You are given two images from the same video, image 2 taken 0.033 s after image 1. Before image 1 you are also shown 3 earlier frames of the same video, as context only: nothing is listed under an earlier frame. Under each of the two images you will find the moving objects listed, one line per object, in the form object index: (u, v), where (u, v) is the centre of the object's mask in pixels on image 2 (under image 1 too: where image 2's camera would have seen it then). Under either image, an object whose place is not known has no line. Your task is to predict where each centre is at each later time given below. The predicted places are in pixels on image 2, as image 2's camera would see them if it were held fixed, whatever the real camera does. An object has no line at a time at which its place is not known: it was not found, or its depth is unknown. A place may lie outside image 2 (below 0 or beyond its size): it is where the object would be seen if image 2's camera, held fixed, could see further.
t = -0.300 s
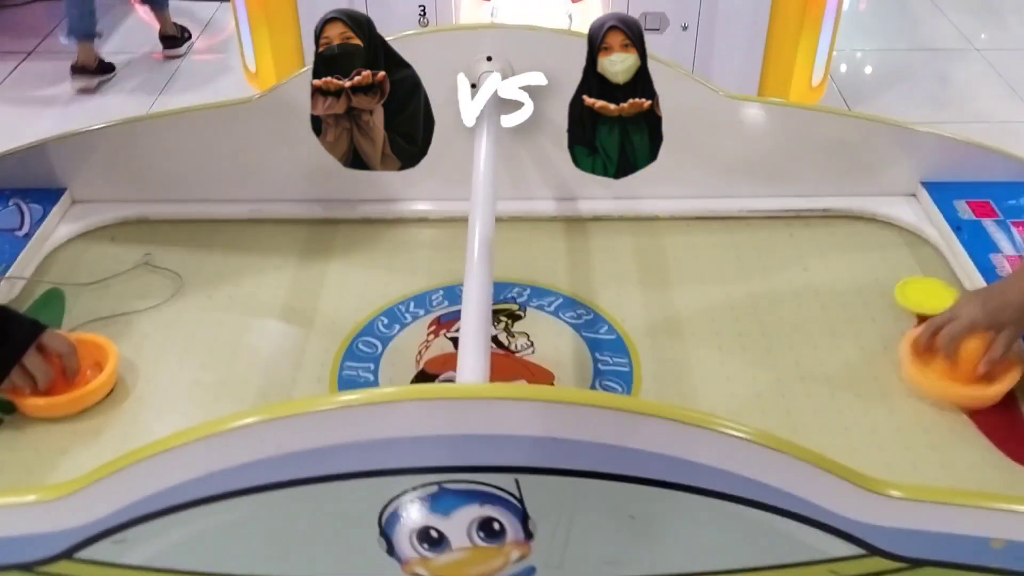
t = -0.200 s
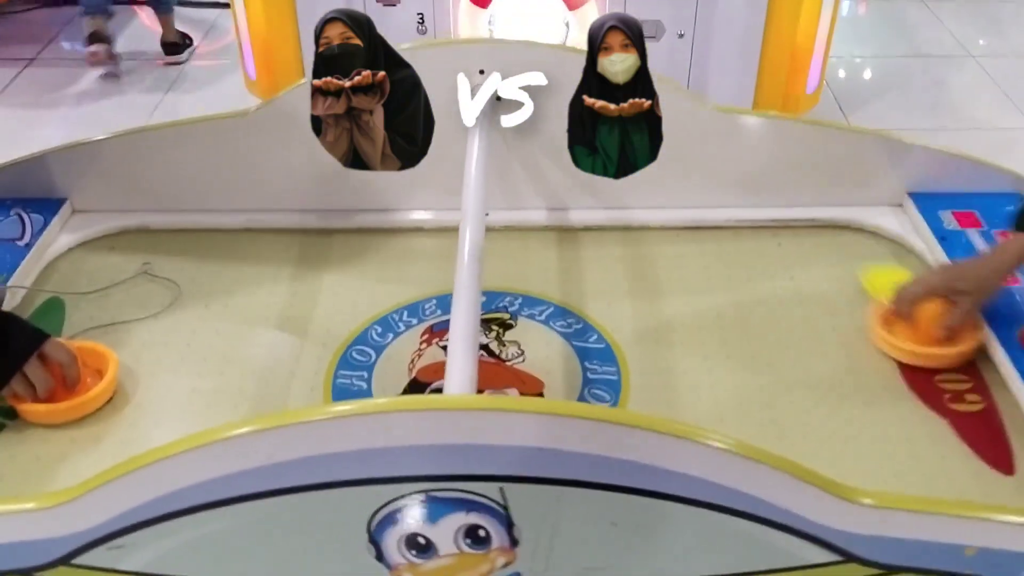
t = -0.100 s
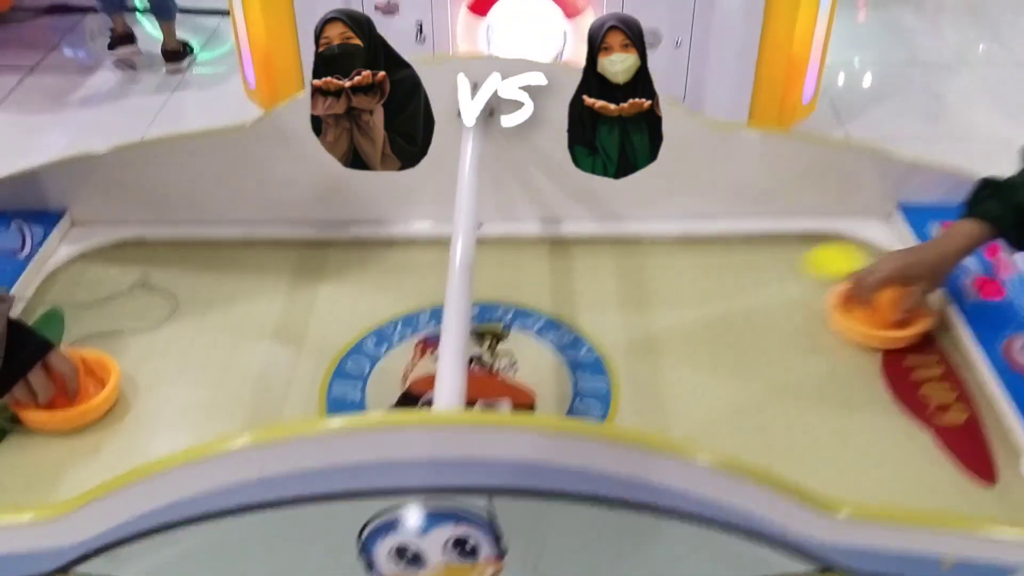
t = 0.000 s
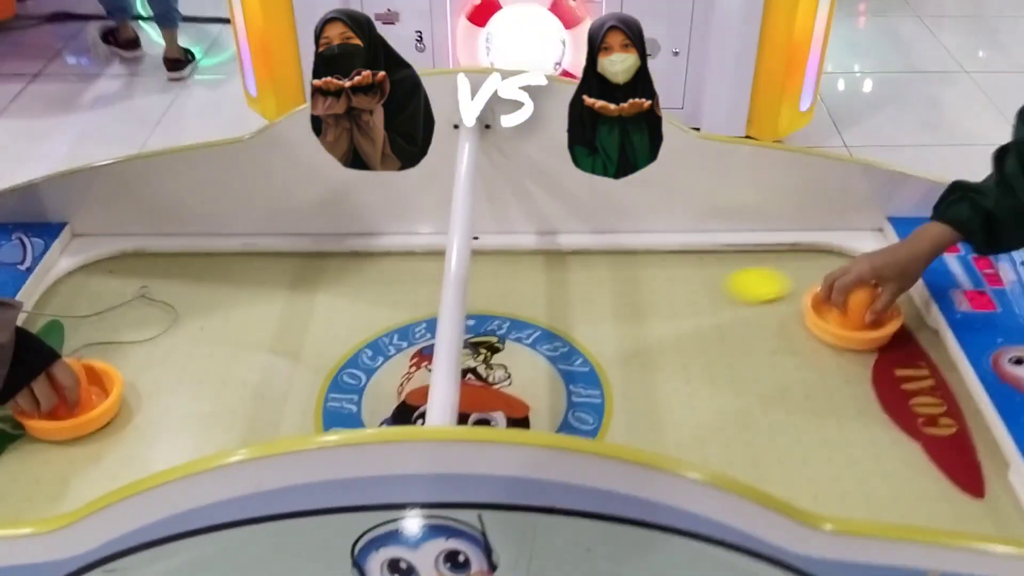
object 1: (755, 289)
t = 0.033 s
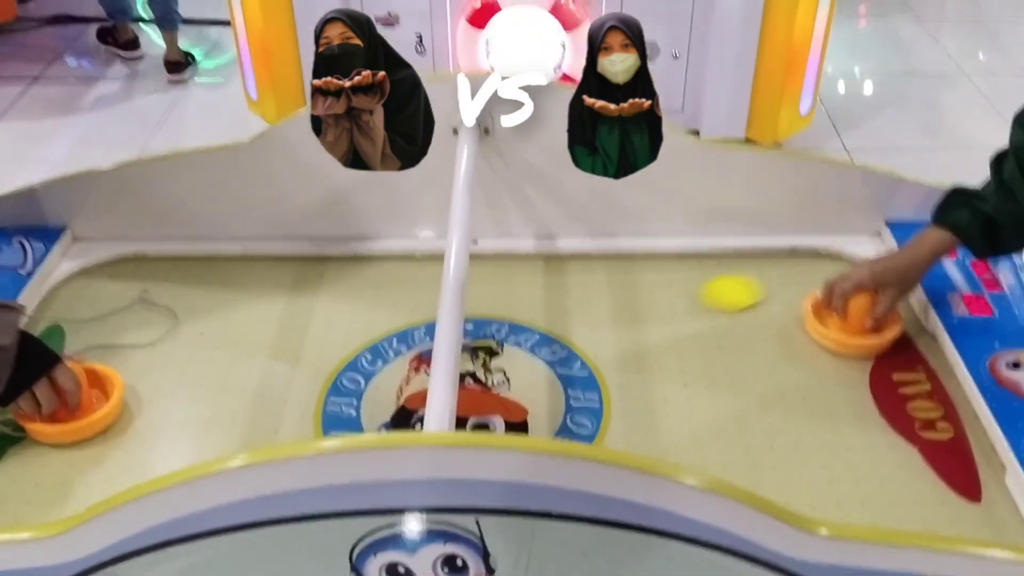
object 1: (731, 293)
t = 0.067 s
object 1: (707, 297)
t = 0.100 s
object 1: (684, 301)
